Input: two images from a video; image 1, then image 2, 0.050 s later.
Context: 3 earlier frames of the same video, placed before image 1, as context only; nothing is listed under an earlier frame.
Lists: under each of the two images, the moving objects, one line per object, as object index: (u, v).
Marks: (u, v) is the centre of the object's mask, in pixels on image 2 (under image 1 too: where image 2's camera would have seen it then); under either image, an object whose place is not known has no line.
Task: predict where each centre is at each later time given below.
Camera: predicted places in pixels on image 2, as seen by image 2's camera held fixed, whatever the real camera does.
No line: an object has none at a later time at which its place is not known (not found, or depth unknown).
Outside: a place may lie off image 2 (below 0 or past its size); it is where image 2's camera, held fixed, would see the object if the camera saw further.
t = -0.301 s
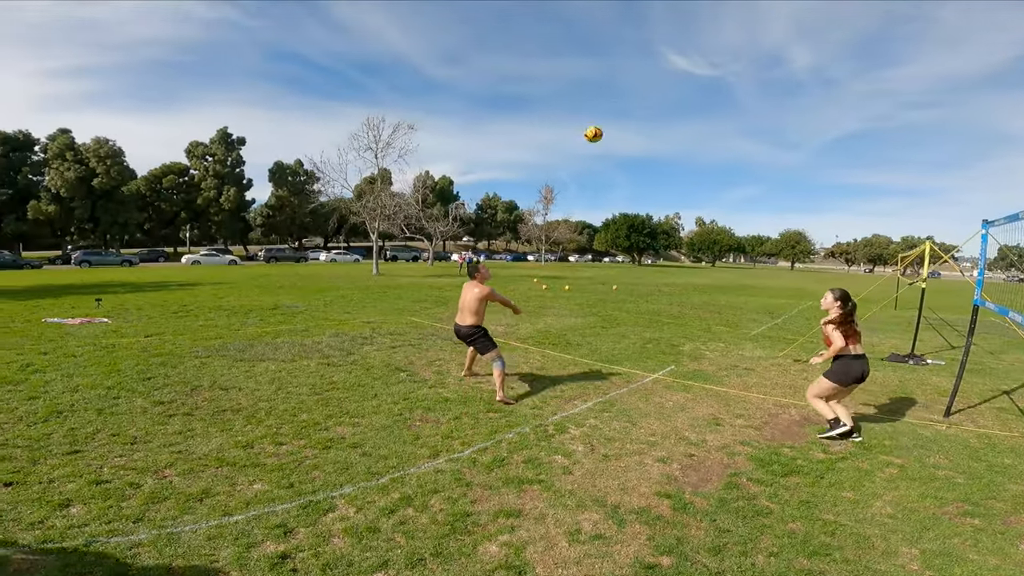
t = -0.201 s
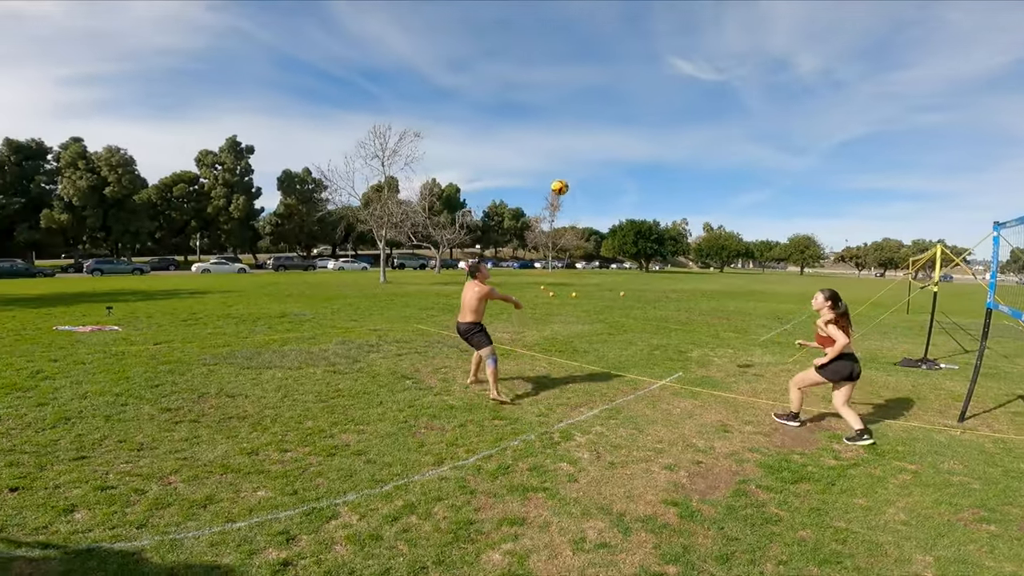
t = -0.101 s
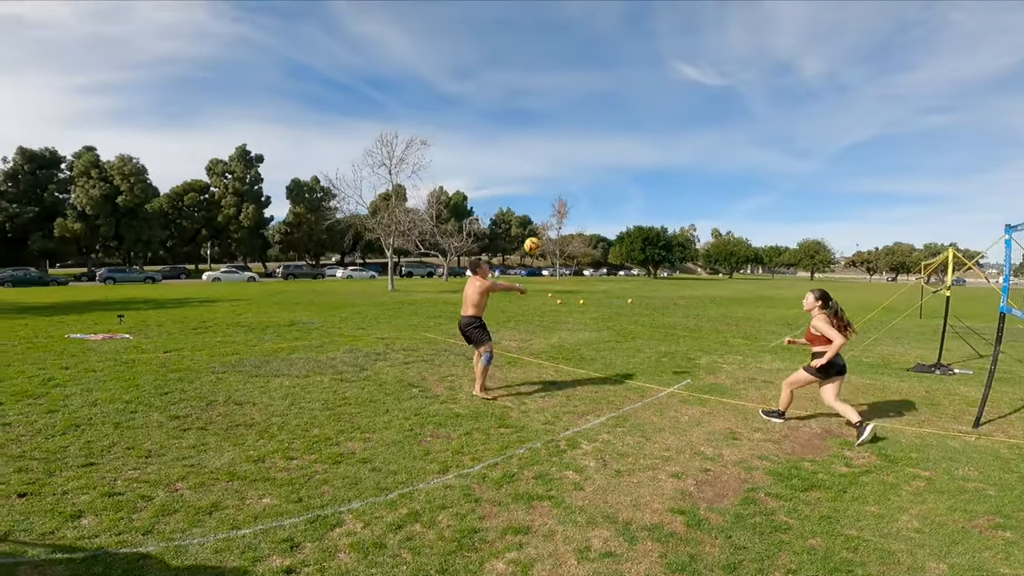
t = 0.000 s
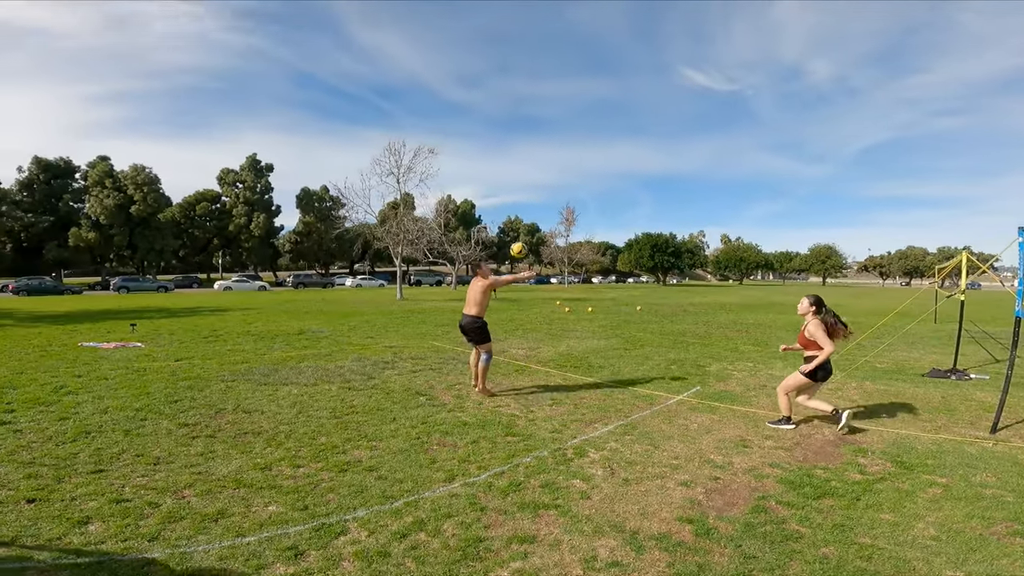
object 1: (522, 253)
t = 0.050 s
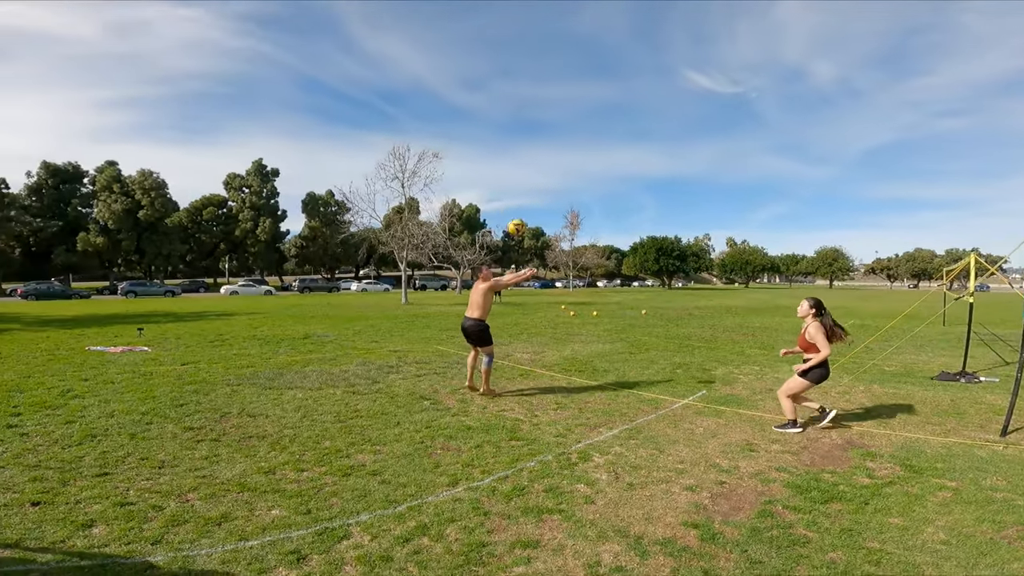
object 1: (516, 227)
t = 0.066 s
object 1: (513, 219)
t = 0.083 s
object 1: (511, 211)
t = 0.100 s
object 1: (508, 203)
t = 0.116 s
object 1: (506, 196)
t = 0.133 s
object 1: (503, 188)
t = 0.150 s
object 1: (501, 181)
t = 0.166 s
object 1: (499, 174)
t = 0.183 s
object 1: (496, 168)
